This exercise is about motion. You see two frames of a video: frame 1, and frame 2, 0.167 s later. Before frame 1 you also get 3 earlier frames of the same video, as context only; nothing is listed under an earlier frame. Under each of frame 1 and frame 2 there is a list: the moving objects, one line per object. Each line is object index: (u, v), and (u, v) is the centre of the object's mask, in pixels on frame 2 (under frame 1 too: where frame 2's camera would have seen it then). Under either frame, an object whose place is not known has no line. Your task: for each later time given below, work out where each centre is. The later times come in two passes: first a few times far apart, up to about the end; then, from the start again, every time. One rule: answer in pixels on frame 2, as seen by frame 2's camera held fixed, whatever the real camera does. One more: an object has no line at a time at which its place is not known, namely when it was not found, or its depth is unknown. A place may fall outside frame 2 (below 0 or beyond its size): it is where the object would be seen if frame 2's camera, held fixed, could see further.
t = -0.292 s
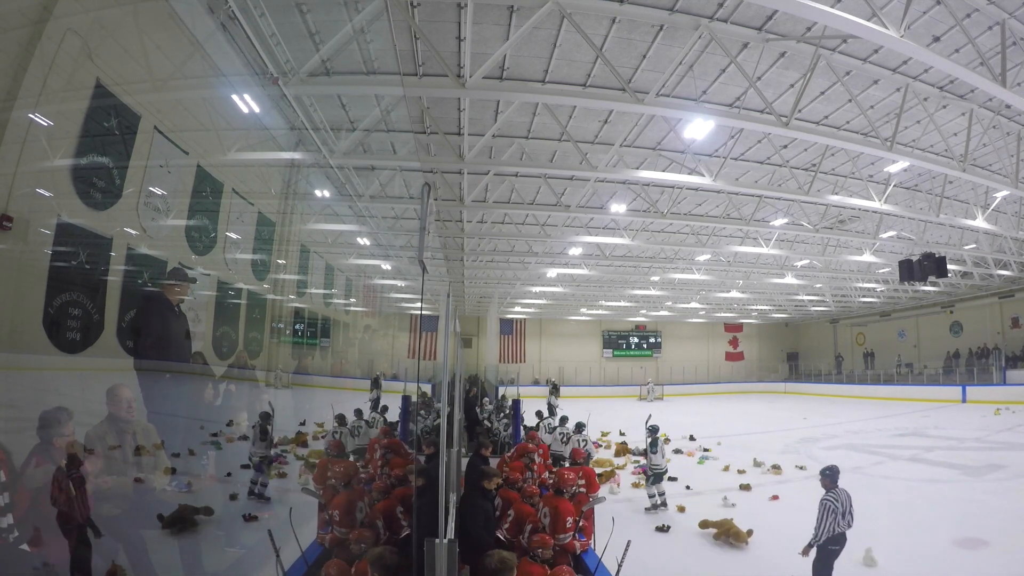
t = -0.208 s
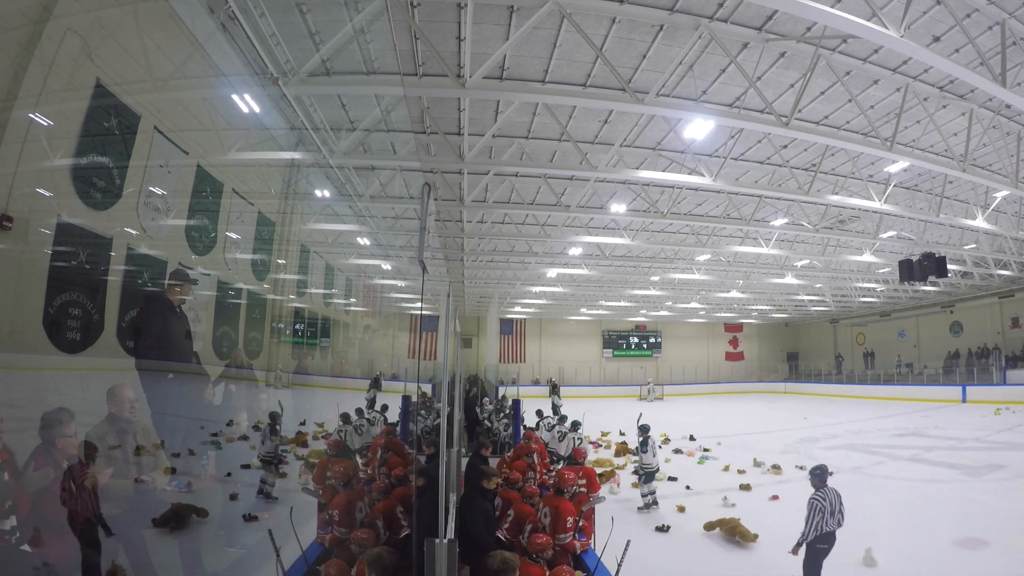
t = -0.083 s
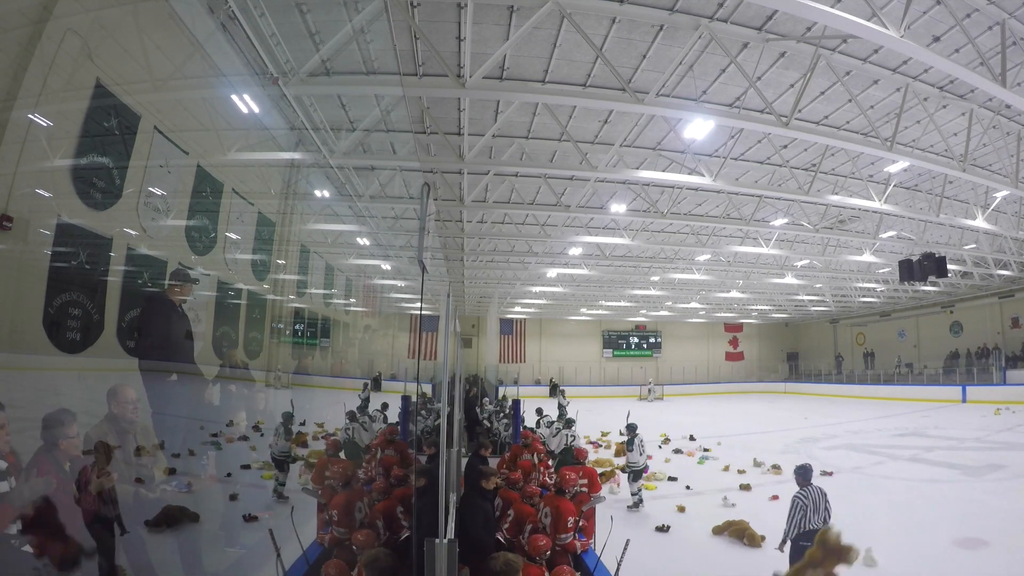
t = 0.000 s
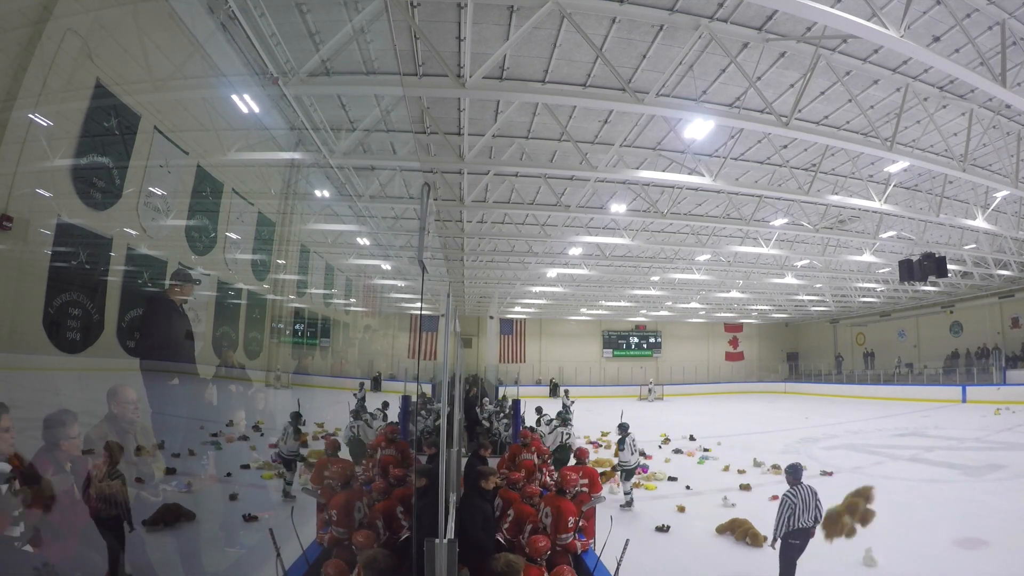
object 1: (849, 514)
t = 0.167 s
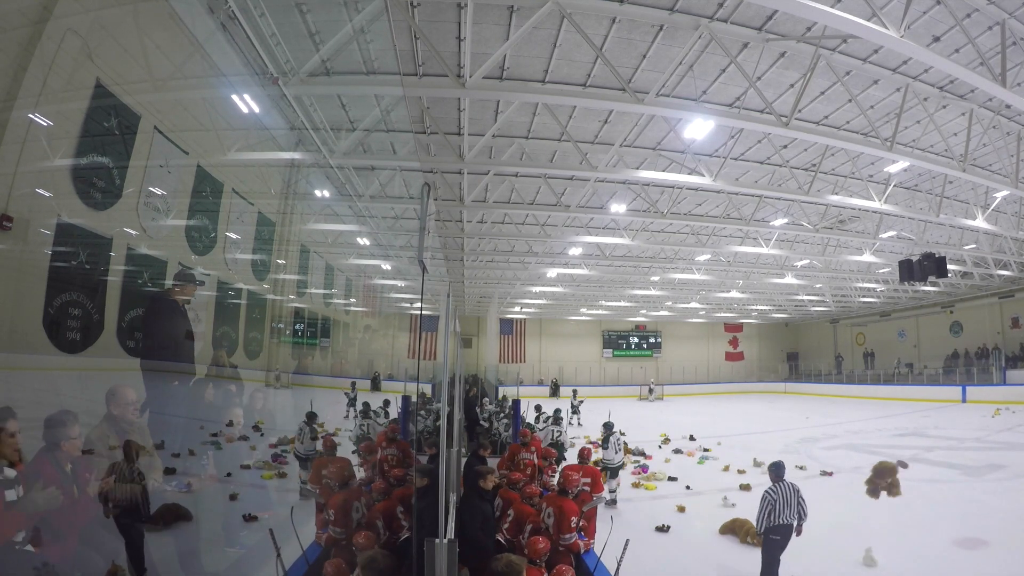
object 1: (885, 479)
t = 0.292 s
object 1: (898, 491)
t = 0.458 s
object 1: (905, 538)
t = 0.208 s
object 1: (890, 480)
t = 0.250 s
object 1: (894, 484)
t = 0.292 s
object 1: (898, 491)
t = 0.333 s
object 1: (901, 500)
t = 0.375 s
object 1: (904, 510)
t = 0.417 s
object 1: (905, 523)
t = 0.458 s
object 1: (905, 538)
